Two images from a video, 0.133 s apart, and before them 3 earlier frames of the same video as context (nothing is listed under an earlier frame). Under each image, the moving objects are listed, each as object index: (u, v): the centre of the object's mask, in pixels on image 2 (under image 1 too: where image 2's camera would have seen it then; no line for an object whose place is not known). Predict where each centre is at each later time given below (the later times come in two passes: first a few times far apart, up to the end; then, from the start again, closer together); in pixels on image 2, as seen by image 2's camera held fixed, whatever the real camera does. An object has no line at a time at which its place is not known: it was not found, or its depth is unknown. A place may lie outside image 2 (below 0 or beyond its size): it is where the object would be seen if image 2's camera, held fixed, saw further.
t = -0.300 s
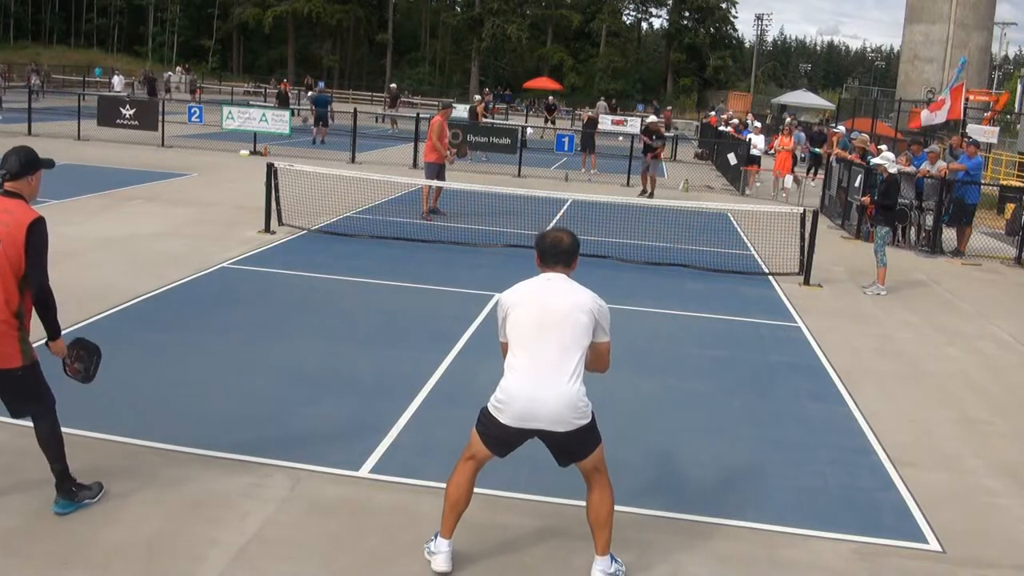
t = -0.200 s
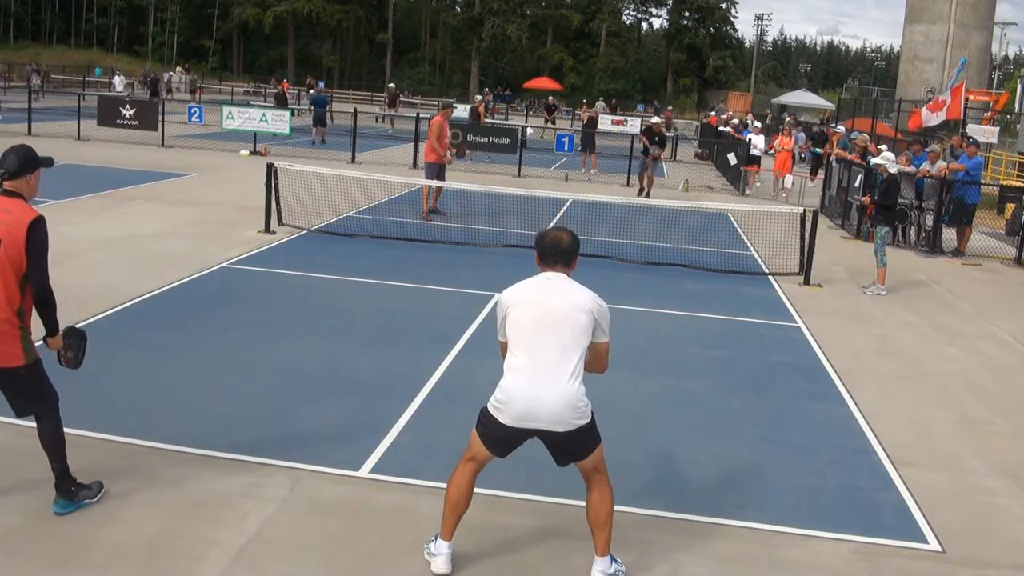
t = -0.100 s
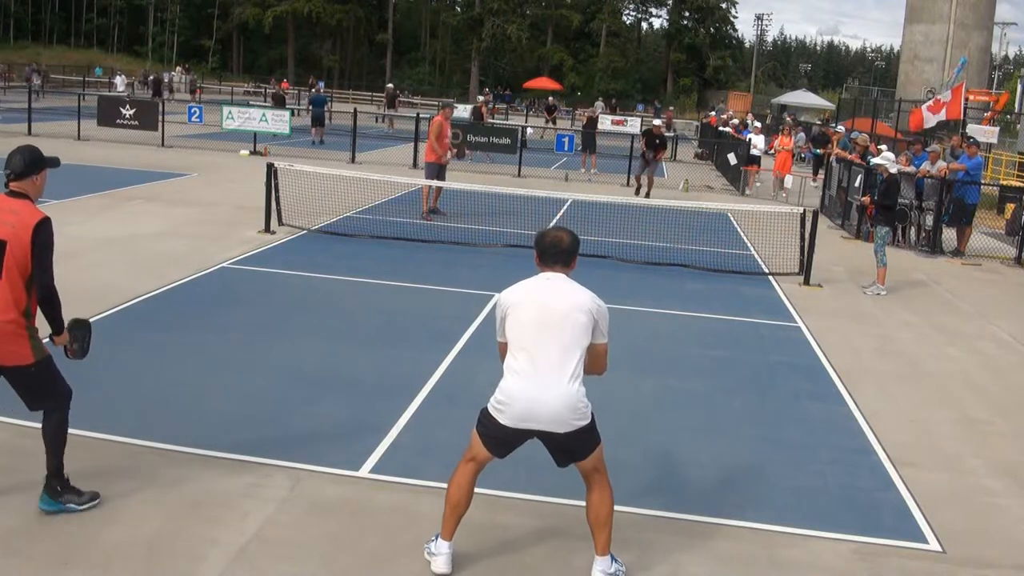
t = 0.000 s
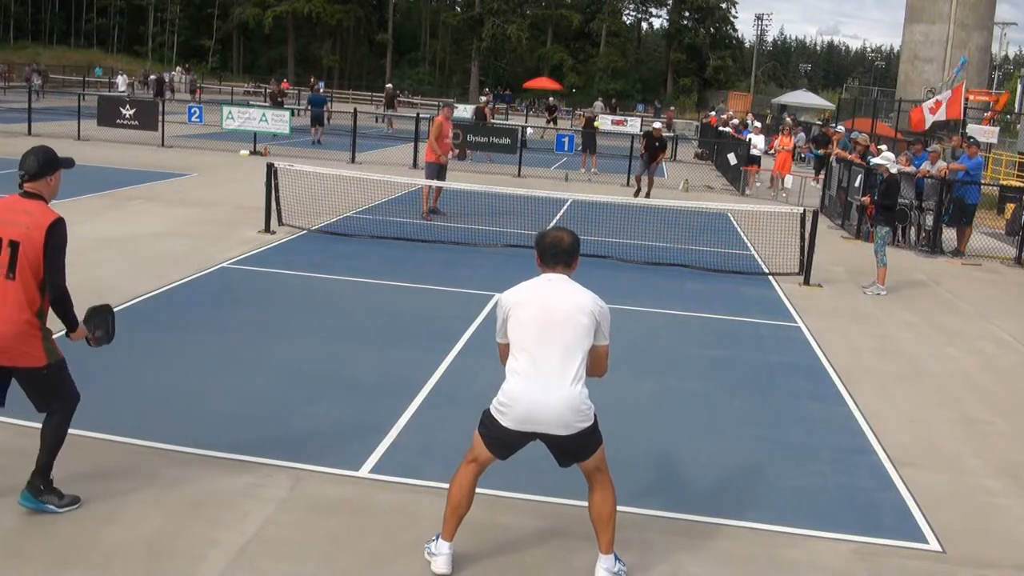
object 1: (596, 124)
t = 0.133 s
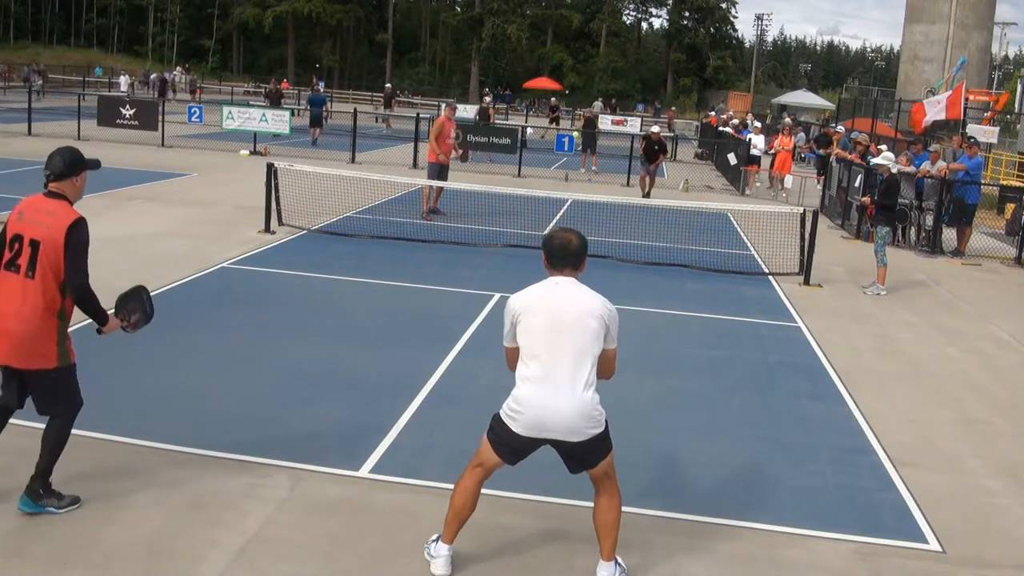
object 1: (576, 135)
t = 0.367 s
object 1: (517, 195)
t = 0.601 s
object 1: (419, 341)
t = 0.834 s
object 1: (313, 340)
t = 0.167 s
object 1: (568, 139)
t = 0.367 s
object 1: (517, 195)
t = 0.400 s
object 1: (506, 209)
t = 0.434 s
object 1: (494, 226)
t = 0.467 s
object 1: (481, 244)
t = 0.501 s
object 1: (467, 265)
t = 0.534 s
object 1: (453, 288)
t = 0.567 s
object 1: (436, 314)
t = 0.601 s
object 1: (419, 341)
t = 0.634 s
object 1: (403, 356)
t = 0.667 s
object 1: (390, 350)
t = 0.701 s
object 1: (377, 345)
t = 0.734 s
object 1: (362, 342)
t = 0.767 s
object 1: (346, 340)
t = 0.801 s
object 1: (330, 339)
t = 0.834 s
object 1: (313, 340)
